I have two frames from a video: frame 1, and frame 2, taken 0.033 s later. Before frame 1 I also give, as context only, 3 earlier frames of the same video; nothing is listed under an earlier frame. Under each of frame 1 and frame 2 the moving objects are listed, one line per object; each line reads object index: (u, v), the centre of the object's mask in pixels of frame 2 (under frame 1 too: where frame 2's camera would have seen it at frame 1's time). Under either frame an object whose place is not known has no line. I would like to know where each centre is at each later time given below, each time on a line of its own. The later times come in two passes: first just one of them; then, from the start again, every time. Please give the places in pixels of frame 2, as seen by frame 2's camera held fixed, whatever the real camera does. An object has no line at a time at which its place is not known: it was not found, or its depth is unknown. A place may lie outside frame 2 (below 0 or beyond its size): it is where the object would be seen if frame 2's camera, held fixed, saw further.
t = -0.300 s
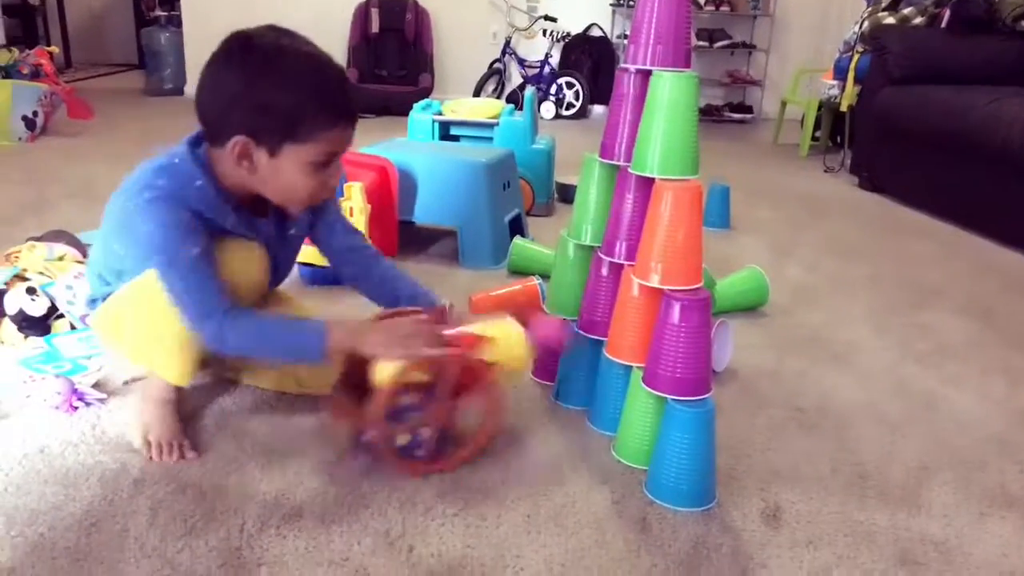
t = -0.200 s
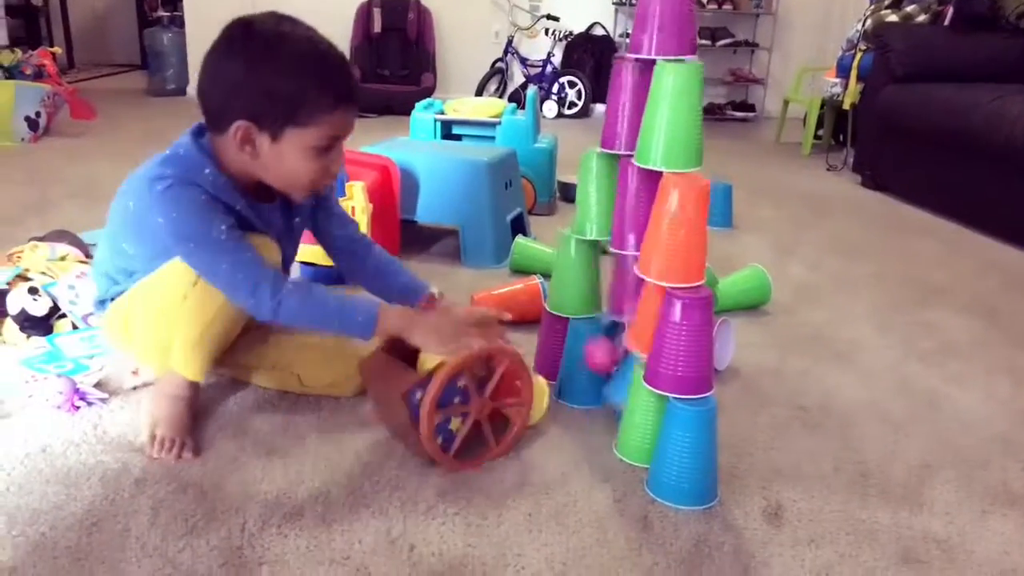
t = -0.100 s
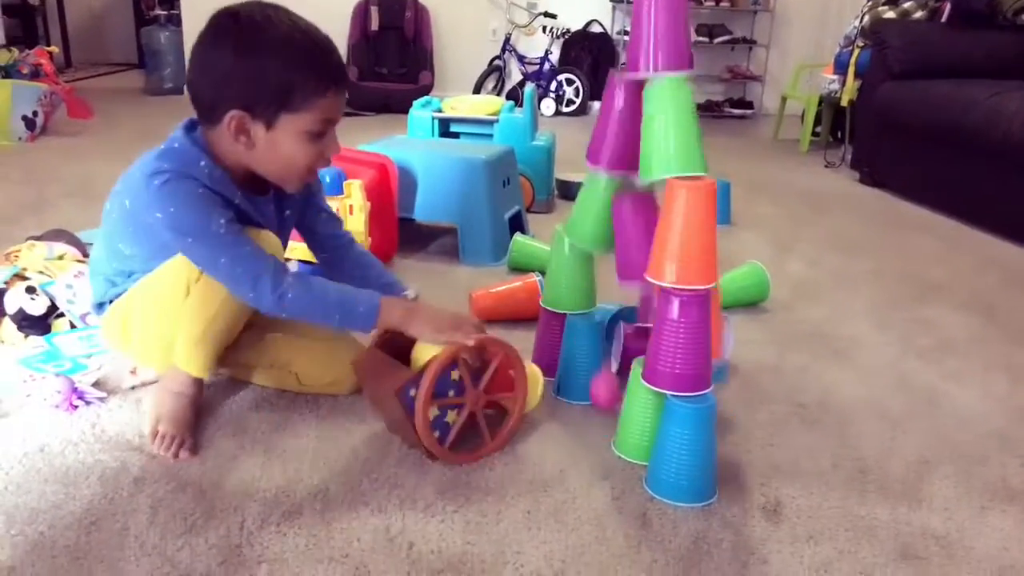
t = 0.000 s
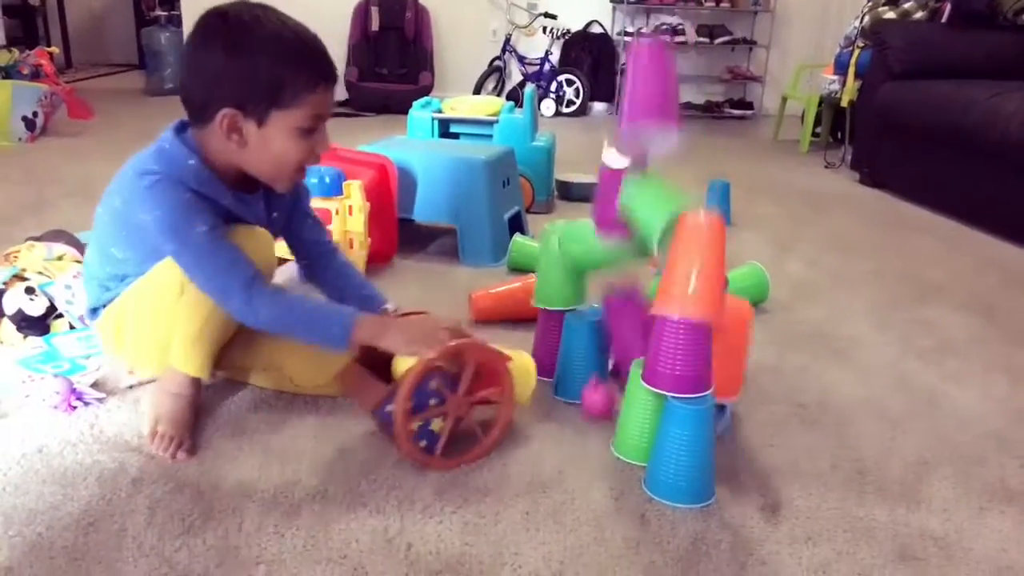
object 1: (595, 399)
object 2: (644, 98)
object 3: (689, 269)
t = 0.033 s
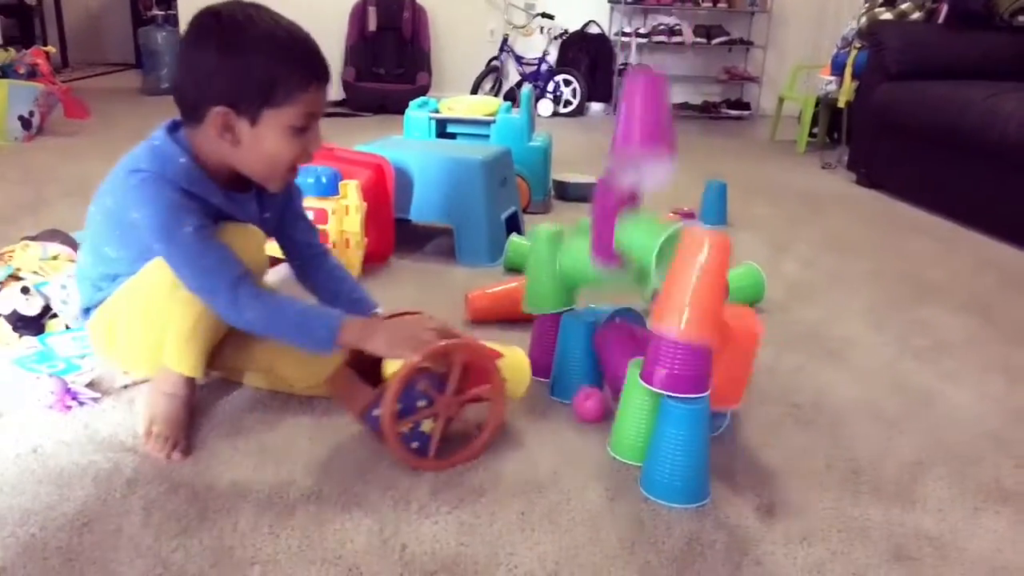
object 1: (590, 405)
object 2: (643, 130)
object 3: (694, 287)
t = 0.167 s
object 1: (577, 415)
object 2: (614, 284)
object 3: (721, 343)
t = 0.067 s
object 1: (586, 407)
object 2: (638, 168)
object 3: (700, 304)
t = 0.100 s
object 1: (583, 410)
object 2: (632, 216)
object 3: (707, 317)
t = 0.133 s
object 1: (579, 414)
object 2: (623, 263)
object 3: (715, 330)
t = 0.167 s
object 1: (577, 415)
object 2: (614, 284)
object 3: (721, 343)
